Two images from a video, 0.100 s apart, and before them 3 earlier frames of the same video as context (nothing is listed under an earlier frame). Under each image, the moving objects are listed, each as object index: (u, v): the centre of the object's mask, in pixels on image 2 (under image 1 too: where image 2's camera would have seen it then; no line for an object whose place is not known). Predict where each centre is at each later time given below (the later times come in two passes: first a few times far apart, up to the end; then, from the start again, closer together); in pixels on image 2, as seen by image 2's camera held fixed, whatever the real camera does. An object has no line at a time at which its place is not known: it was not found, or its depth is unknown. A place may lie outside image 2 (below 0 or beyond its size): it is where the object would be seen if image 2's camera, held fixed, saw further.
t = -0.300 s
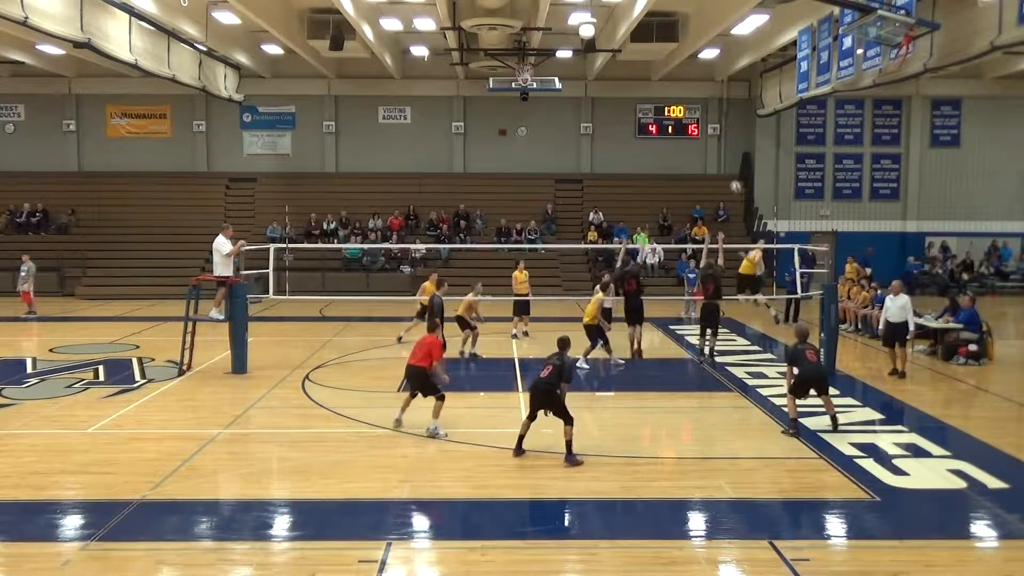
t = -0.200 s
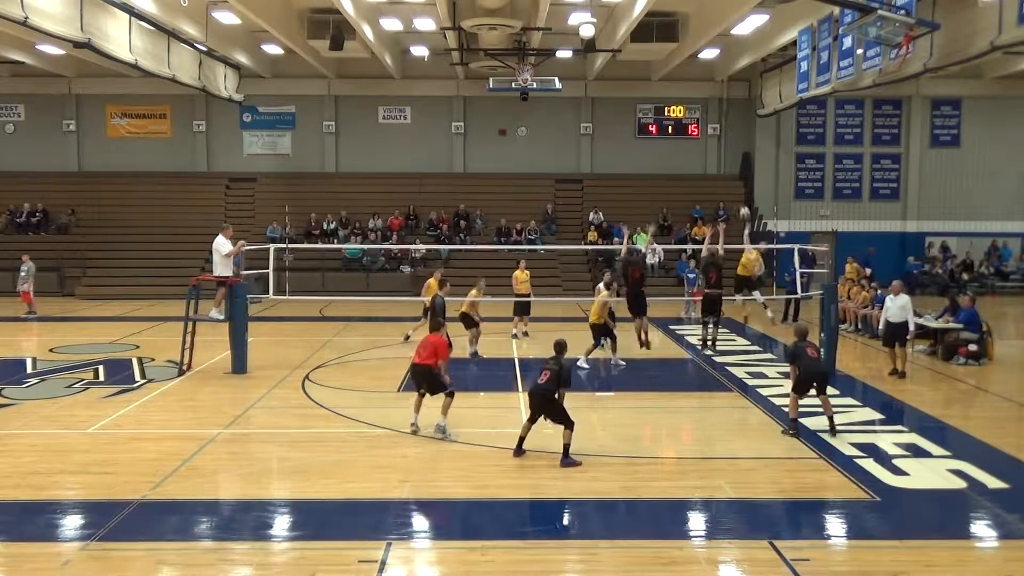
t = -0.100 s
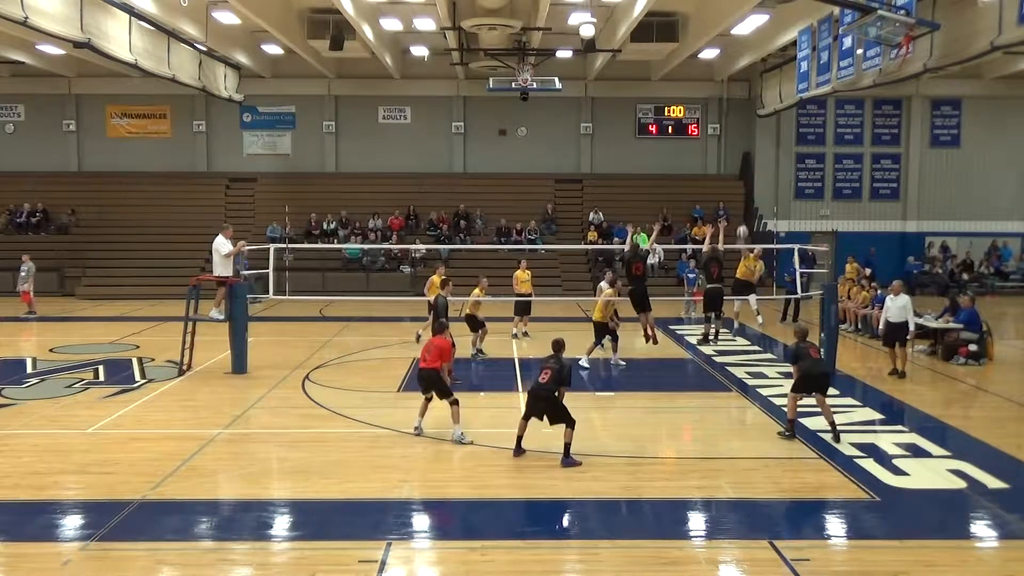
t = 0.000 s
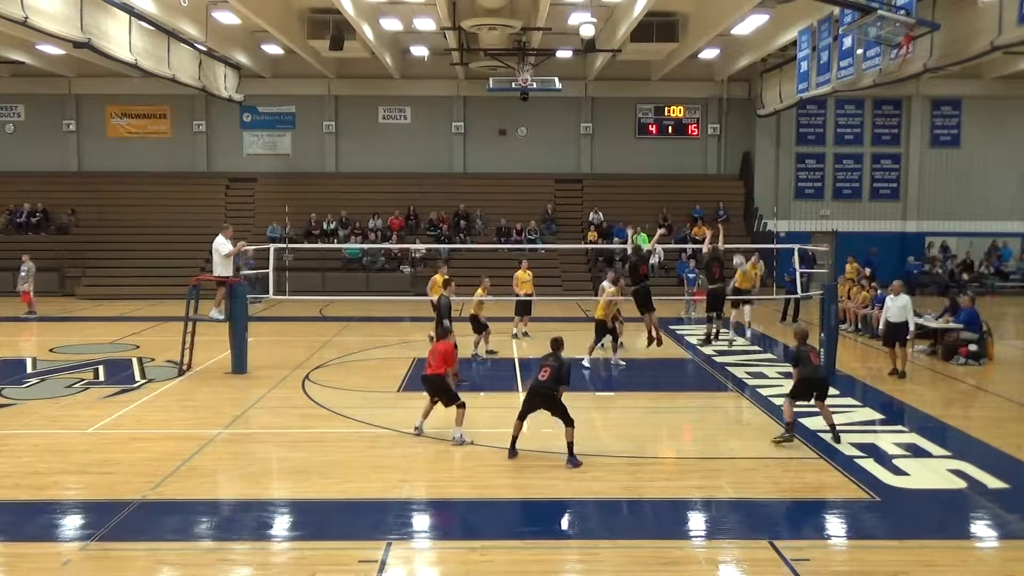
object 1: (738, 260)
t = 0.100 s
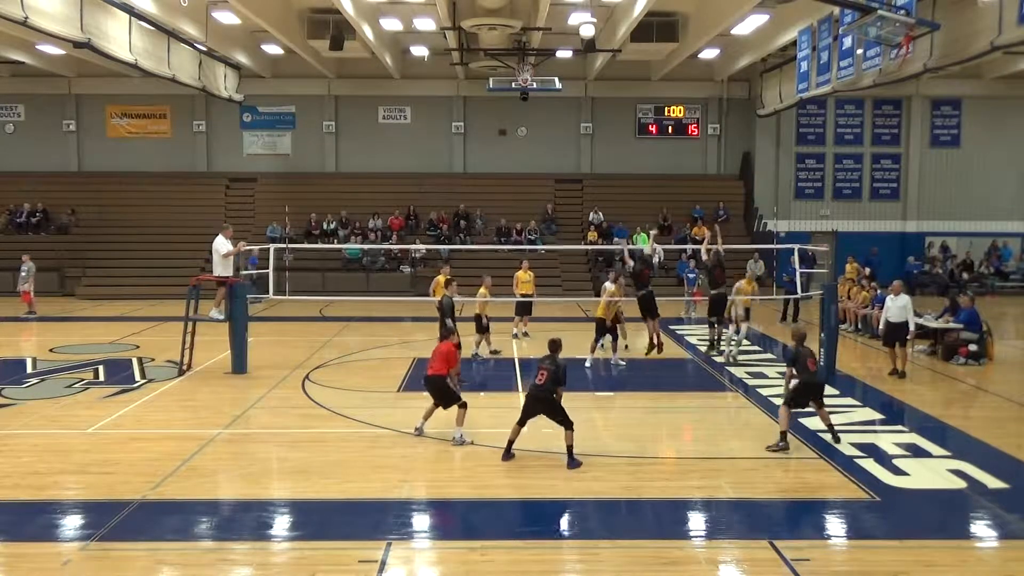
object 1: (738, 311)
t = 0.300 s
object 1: (743, 512)
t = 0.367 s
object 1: (747, 491)
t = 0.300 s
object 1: (743, 512)
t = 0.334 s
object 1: (743, 503)
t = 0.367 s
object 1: (747, 491)
